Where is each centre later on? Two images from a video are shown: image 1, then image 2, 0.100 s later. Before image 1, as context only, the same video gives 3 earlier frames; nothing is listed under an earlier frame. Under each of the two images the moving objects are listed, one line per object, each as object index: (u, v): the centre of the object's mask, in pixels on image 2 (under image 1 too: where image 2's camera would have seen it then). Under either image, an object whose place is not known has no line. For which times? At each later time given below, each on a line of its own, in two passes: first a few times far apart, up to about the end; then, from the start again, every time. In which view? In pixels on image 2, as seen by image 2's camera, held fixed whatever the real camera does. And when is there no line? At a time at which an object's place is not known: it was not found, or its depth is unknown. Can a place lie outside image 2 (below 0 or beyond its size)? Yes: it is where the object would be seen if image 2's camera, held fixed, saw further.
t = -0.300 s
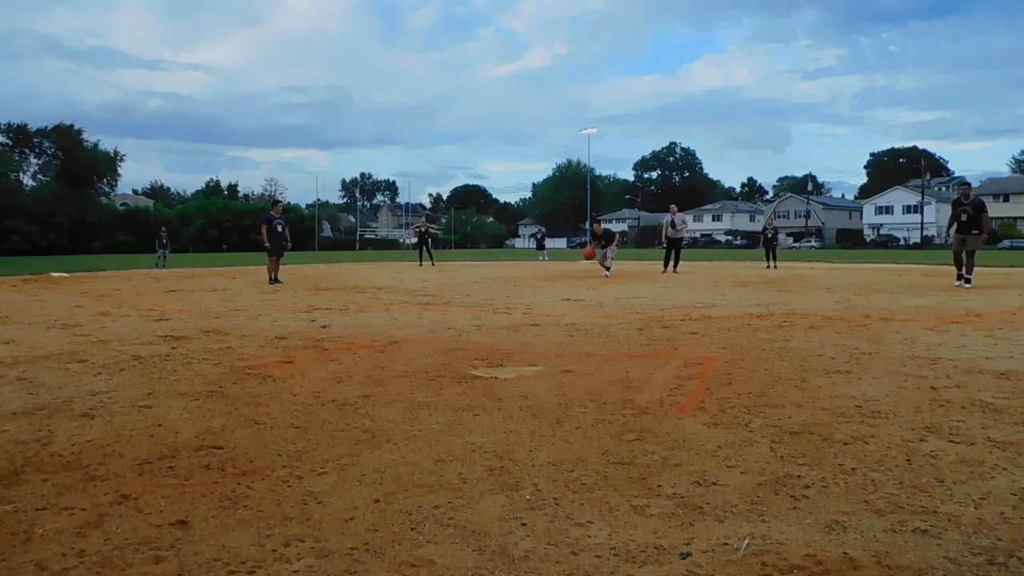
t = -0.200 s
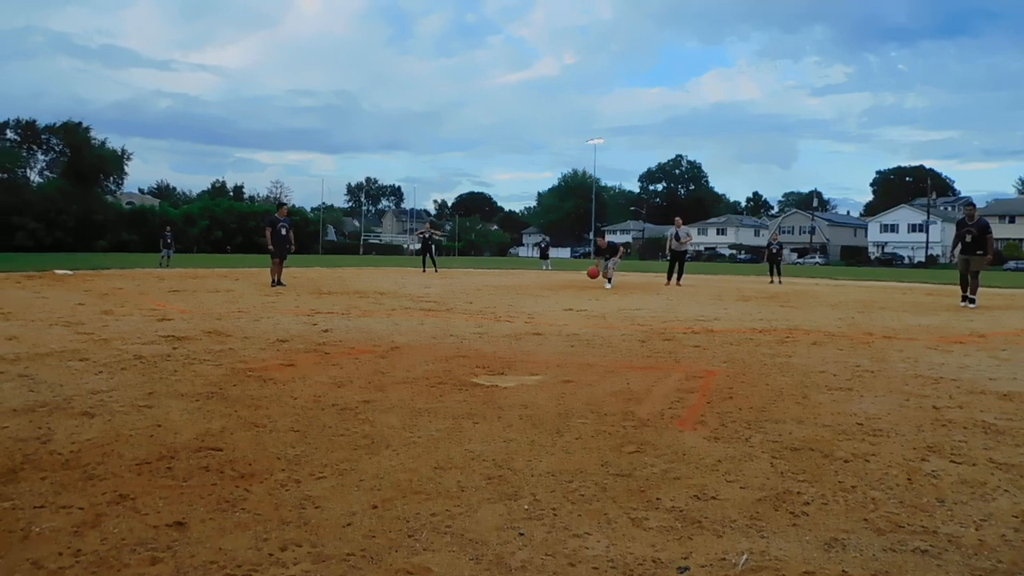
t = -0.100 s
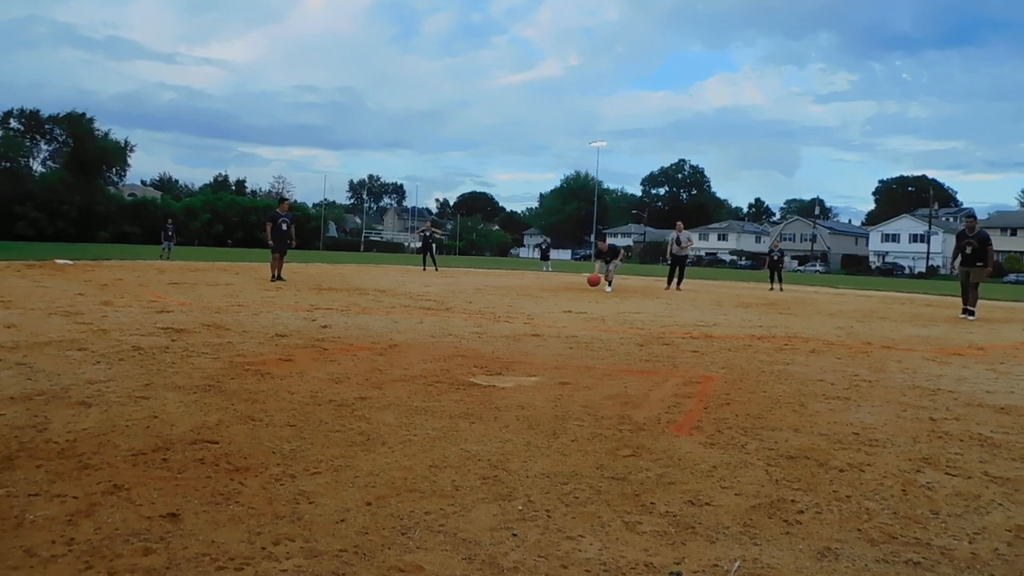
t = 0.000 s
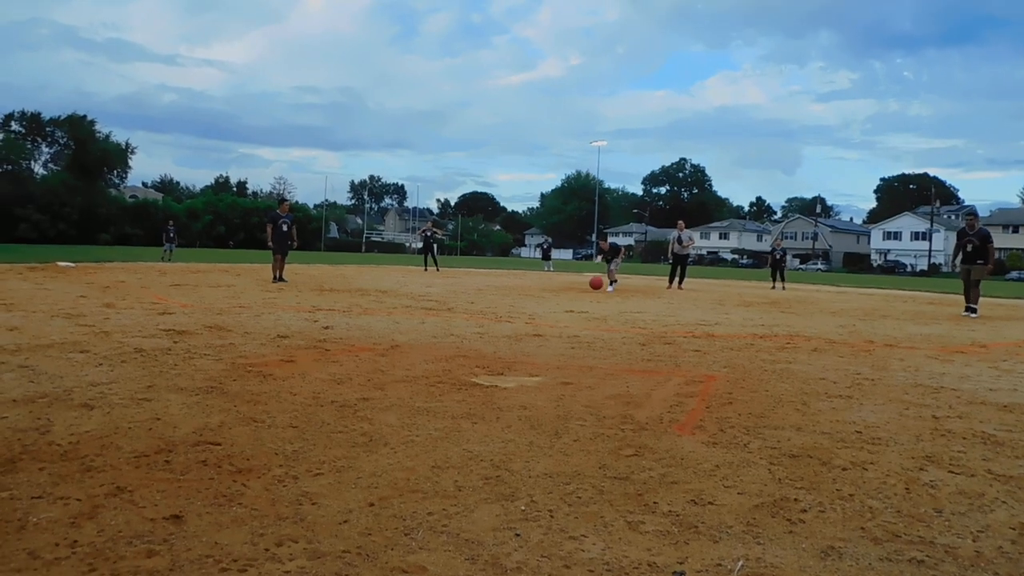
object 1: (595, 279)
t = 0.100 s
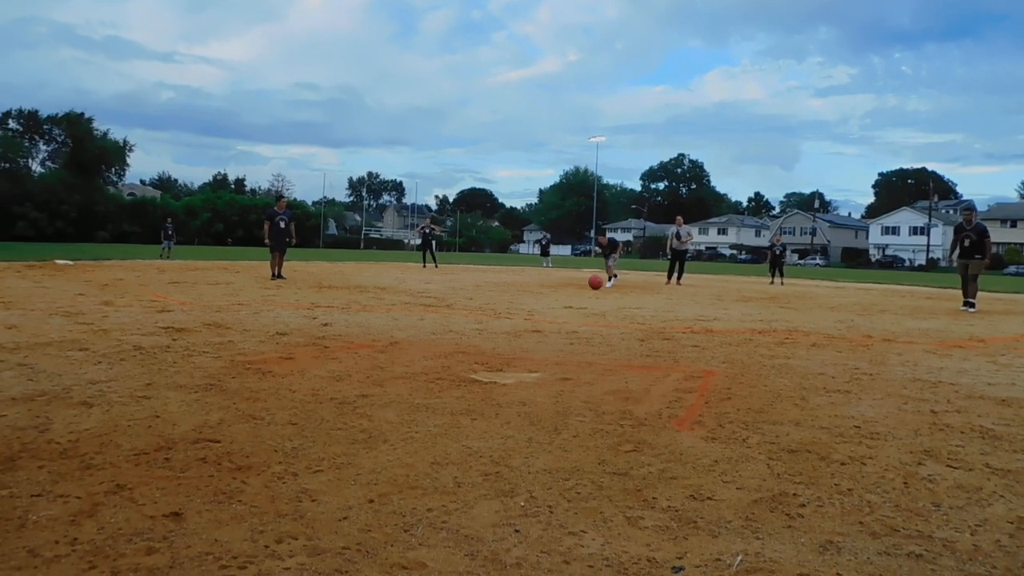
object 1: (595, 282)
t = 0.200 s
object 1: (595, 284)
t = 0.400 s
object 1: (595, 286)
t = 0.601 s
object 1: (596, 288)
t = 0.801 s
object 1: (596, 292)
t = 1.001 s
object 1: (597, 292)
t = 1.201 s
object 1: (599, 297)
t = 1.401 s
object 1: (601, 304)
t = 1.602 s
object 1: (604, 309)
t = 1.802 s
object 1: (607, 315)
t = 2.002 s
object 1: (611, 318)
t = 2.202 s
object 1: (617, 322)
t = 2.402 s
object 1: (624, 330)
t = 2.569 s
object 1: (633, 324)
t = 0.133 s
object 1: (595, 282)
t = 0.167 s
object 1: (595, 283)
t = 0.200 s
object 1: (595, 284)
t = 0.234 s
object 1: (595, 284)
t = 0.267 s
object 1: (595, 285)
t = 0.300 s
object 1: (595, 285)
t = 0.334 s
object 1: (595, 286)
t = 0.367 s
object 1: (595, 286)
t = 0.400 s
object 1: (595, 286)
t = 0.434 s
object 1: (595, 286)
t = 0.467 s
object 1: (595, 286)
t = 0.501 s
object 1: (595, 288)
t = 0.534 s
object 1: (596, 289)
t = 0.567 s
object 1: (596, 289)
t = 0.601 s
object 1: (596, 288)
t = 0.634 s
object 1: (596, 287)
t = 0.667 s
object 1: (596, 287)
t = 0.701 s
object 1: (596, 288)
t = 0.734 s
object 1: (596, 290)
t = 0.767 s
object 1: (596, 293)
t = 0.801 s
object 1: (596, 292)
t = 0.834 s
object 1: (596, 289)
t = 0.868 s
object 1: (596, 288)
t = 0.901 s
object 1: (596, 288)
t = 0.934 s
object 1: (596, 289)
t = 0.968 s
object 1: (597, 290)
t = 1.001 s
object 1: (597, 292)
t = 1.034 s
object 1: (597, 294)
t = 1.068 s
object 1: (597, 297)
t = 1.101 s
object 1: (597, 297)
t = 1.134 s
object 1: (598, 296)
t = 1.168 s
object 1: (598, 296)
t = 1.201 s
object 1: (599, 297)
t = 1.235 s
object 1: (599, 299)
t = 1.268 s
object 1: (599, 301)
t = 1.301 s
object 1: (600, 302)
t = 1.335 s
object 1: (600, 302)
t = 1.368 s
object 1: (601, 303)
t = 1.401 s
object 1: (601, 304)
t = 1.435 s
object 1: (601, 305)
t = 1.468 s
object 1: (602, 305)
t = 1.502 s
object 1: (602, 307)
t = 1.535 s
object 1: (603, 307)
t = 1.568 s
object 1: (604, 308)
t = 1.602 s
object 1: (604, 309)
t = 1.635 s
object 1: (605, 310)
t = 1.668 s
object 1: (605, 311)
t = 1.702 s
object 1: (606, 312)
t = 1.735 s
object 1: (606, 312)
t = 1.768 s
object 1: (607, 314)
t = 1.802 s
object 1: (607, 315)
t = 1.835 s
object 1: (608, 315)
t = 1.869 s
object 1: (608, 316)
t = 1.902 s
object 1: (609, 318)
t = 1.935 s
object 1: (610, 318)
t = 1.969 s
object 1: (611, 318)
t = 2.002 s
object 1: (611, 318)
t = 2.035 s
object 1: (612, 320)
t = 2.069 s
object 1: (613, 323)
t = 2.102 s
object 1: (614, 325)
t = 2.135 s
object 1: (615, 324)
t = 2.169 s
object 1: (616, 323)
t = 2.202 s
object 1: (617, 322)
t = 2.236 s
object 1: (618, 322)
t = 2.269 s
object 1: (619, 324)
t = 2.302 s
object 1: (621, 327)
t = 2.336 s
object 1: (621, 333)
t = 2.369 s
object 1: (623, 334)
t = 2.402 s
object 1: (624, 330)
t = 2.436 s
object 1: (626, 327)
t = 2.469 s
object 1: (628, 325)
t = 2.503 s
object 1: (630, 323)
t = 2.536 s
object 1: (632, 323)
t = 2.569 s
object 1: (633, 324)
